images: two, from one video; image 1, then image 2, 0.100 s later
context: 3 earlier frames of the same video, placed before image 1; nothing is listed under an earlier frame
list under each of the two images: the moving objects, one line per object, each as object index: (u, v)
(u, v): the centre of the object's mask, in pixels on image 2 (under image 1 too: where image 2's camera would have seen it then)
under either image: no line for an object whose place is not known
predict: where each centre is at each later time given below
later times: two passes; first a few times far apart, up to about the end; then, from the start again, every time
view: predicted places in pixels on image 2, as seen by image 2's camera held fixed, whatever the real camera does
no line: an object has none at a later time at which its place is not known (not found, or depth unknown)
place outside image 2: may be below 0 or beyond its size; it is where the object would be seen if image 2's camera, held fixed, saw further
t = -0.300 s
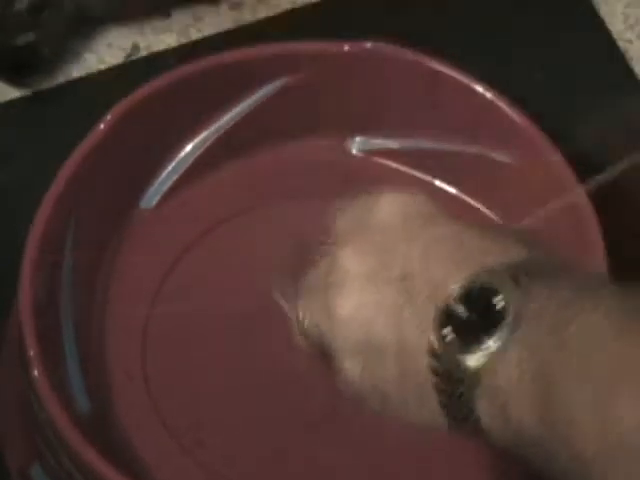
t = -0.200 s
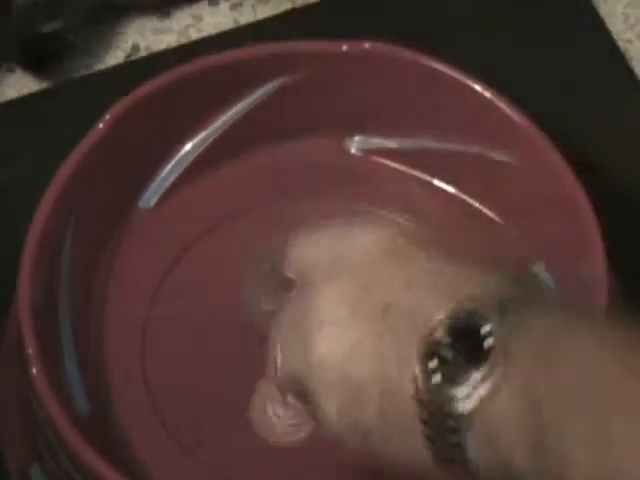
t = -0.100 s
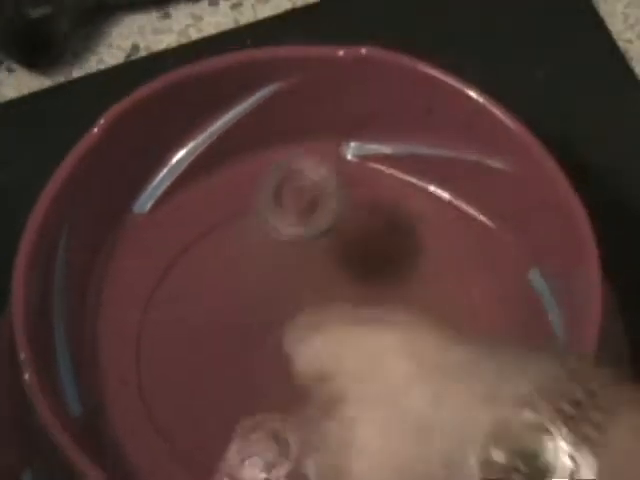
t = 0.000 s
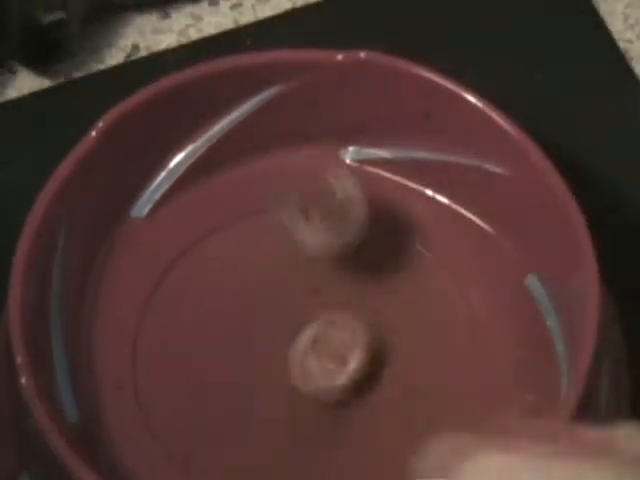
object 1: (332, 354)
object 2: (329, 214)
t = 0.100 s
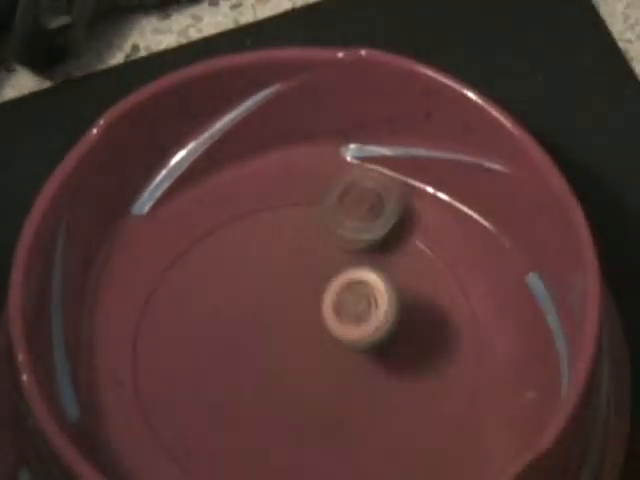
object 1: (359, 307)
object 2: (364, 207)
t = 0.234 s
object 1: (371, 420)
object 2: (399, 201)
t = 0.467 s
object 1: (383, 410)
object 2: (390, 324)
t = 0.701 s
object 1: (257, 433)
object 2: (452, 353)
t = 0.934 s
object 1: (249, 388)
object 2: (447, 414)
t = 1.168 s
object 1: (394, 321)
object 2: (392, 445)
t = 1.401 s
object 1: (436, 281)
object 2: (336, 446)
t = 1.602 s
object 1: (436, 277)
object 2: (304, 451)
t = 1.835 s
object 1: (415, 305)
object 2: (289, 461)
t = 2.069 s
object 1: (404, 345)
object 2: (289, 461)
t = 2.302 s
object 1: (395, 383)
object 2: (276, 441)
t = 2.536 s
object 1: (376, 415)
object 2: (213, 403)
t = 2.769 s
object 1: (350, 433)
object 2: (175, 414)
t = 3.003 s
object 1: (319, 438)
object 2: (237, 396)
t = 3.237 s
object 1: (386, 446)
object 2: (175, 270)
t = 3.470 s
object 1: (347, 391)
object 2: (234, 301)
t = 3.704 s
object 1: (303, 357)
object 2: (258, 264)
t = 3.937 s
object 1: (255, 321)
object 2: (212, 239)
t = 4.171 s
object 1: (296, 464)
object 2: (173, 216)
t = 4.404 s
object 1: (376, 385)
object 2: (240, 353)
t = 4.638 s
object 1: (370, 285)
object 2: (407, 373)
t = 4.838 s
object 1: (349, 241)
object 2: (446, 271)
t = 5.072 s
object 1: (286, 221)
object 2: (363, 262)
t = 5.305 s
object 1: (276, 257)
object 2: (365, 365)
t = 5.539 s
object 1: (291, 297)
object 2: (458, 380)
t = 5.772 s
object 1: (321, 339)
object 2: (417, 334)
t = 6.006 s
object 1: (259, 380)
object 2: (397, 354)
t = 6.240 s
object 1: (263, 423)
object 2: (363, 372)
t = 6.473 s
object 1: (230, 462)
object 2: (386, 351)
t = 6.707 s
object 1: (266, 433)
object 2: (336, 327)
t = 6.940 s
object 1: (285, 408)
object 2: (270, 326)
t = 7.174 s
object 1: (299, 410)
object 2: (229, 278)
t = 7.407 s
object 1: (313, 356)
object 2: (206, 323)
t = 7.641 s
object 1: (370, 303)
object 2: (236, 361)
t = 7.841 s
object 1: (384, 265)
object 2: (312, 356)
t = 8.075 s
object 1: (401, 221)
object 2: (312, 348)
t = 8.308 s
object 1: (358, 281)
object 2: (323, 363)
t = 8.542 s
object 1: (356, 323)
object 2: (347, 402)
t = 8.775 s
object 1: (344, 304)
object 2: (387, 458)
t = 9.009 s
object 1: (302, 355)
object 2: (404, 426)
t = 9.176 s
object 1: (269, 382)
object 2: (361, 392)
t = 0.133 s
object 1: (362, 319)
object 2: (373, 196)
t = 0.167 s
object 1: (364, 343)
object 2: (380, 192)
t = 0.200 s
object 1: (368, 377)
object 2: (389, 193)
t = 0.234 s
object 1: (371, 420)
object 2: (399, 201)
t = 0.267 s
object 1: (374, 443)
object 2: (408, 213)
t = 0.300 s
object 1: (376, 428)
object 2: (413, 230)
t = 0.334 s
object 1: (378, 416)
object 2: (413, 247)
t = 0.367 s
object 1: (379, 413)
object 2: (407, 265)
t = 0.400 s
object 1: (381, 419)
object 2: (402, 285)
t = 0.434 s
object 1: (381, 430)
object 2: (396, 306)
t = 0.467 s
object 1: (383, 410)
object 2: (390, 324)
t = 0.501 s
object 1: (382, 391)
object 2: (388, 331)
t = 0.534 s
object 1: (375, 386)
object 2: (396, 336)
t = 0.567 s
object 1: (361, 392)
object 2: (403, 345)
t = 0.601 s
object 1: (349, 406)
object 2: (406, 354)
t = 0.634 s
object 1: (320, 418)
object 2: (422, 351)
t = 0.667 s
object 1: (286, 428)
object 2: (438, 351)
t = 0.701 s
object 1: (257, 433)
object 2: (452, 353)
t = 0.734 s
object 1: (232, 435)
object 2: (456, 357)
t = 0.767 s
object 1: (216, 434)
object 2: (457, 364)
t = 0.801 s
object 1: (205, 429)
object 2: (458, 372)
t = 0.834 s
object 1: (205, 420)
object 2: (457, 382)
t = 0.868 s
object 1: (213, 411)
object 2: (455, 393)
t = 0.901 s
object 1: (227, 401)
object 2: (451, 403)
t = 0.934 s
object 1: (249, 388)
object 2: (447, 414)
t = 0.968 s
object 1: (274, 377)
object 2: (442, 424)
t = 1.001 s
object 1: (299, 366)
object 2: (436, 433)
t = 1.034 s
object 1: (325, 355)
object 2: (428, 437)
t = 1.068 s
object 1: (345, 345)
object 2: (420, 440)
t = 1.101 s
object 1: (363, 337)
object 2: (411, 443)
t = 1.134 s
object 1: (380, 329)
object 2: (402, 444)
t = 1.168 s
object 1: (394, 321)
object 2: (392, 445)
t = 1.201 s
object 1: (404, 314)
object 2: (382, 445)
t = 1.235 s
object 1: (413, 306)
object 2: (373, 446)
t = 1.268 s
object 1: (420, 300)
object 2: (365, 446)
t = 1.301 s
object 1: (425, 294)
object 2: (356, 446)
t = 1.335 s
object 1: (430, 289)
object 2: (351, 445)
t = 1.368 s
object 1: (433, 284)
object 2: (343, 445)
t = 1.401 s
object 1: (436, 281)
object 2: (336, 446)
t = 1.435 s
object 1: (437, 278)
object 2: (329, 446)
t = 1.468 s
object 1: (439, 276)
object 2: (324, 447)
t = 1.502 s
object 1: (439, 275)
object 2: (317, 448)
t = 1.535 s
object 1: (439, 275)
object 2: (312, 449)
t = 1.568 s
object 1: (437, 275)
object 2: (307, 450)
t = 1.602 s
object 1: (436, 277)
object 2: (304, 451)
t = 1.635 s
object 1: (434, 279)
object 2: (300, 453)
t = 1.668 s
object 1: (432, 282)
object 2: (298, 454)
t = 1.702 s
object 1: (429, 285)
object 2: (292, 456)
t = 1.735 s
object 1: (426, 290)
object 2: (291, 458)
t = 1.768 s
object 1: (422, 294)
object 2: (289, 459)
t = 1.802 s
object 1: (419, 299)
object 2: (289, 460)
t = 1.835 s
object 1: (415, 305)
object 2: (289, 461)
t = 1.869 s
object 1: (413, 310)
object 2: (288, 461)
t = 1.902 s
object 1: (410, 316)
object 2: (288, 462)
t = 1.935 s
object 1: (407, 322)
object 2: (288, 462)
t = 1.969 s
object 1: (406, 327)
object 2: (288, 462)
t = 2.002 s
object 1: (405, 333)
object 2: (288, 462)
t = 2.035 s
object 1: (405, 339)
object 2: (289, 462)
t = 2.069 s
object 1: (404, 345)
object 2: (289, 461)
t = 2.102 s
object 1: (403, 350)
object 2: (290, 460)
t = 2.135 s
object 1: (402, 356)
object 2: (289, 459)
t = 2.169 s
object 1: (401, 361)
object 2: (289, 457)
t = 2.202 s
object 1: (399, 367)
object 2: (288, 455)
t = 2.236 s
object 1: (398, 373)
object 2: (285, 451)
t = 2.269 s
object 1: (397, 378)
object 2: (282, 447)
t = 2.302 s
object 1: (395, 383)
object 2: (276, 441)
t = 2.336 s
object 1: (393, 388)
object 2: (270, 434)
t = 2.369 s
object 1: (390, 393)
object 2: (263, 427)
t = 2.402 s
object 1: (388, 398)
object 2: (253, 420)
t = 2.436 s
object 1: (384, 403)
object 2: (244, 413)
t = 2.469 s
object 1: (383, 407)
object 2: (235, 410)
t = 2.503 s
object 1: (379, 411)
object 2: (223, 405)
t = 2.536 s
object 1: (376, 415)
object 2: (213, 403)
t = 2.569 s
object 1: (374, 418)
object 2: (201, 400)
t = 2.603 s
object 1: (371, 421)
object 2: (195, 401)
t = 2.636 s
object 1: (367, 424)
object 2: (186, 402)
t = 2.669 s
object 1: (363, 427)
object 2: (181, 404)
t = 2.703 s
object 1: (359, 429)
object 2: (176, 406)
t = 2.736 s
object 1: (355, 432)
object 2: (174, 409)
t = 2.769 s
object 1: (350, 433)
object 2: (175, 414)
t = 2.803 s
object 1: (346, 435)
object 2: (179, 417)
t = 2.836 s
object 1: (341, 436)
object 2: (186, 419)
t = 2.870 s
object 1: (336, 436)
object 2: (196, 420)
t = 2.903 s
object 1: (330, 437)
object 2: (206, 420)
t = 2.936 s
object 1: (326, 437)
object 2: (218, 415)
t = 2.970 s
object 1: (321, 437)
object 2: (231, 408)
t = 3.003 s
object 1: (319, 438)
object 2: (237, 396)
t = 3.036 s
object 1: (339, 449)
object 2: (217, 364)
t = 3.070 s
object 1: (362, 455)
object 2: (195, 329)
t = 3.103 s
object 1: (376, 457)
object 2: (181, 303)
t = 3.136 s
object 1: (387, 457)
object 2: (170, 284)
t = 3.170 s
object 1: (389, 454)
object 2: (166, 271)
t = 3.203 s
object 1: (389, 451)
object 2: (168, 268)
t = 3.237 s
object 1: (386, 446)
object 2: (175, 270)
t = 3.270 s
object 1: (382, 438)
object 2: (181, 271)
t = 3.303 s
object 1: (378, 430)
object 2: (190, 275)
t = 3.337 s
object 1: (372, 422)
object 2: (200, 281)
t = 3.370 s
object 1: (366, 414)
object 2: (208, 285)
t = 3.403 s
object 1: (360, 406)
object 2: (214, 290)
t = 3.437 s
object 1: (353, 399)
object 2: (226, 296)
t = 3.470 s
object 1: (347, 391)
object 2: (234, 301)
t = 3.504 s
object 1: (339, 385)
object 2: (241, 303)
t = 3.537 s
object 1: (332, 378)
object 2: (247, 304)
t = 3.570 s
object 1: (325, 371)
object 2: (254, 303)
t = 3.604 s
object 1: (318, 365)
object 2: (260, 299)
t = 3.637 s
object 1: (314, 365)
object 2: (261, 288)
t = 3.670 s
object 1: (310, 362)
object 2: (260, 277)
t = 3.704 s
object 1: (303, 357)
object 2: (258, 264)
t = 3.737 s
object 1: (297, 351)
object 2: (253, 253)
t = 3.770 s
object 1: (289, 346)
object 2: (248, 243)
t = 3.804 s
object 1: (283, 340)
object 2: (240, 234)
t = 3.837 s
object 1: (275, 335)
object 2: (232, 227)
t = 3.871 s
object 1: (268, 330)
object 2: (225, 225)
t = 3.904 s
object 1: (261, 326)
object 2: (218, 232)
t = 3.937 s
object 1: (255, 321)
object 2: (212, 239)
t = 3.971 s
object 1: (251, 325)
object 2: (208, 237)
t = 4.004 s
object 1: (258, 361)
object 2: (199, 205)
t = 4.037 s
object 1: (266, 394)
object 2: (178, 178)
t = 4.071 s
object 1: (275, 425)
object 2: (172, 184)
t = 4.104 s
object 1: (283, 445)
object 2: (168, 198)
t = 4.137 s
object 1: (286, 456)
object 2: (169, 214)
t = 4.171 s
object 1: (296, 464)
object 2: (173, 216)
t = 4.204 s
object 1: (308, 467)
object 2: (183, 230)
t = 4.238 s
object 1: (322, 465)
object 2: (188, 244)
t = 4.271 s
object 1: (336, 459)
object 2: (197, 265)
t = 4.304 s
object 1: (350, 449)
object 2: (206, 287)
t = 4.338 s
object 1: (361, 430)
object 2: (216, 311)
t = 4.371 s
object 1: (370, 407)
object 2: (227, 335)
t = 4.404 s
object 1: (376, 385)
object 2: (240, 353)
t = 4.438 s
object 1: (379, 364)
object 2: (259, 371)
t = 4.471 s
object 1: (380, 347)
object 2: (280, 383)
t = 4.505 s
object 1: (379, 331)
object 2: (305, 391)
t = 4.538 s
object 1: (377, 318)
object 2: (330, 393)
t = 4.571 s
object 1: (375, 305)
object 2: (354, 390)
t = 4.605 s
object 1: (372, 294)
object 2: (380, 384)
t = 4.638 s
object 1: (370, 285)
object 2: (407, 373)
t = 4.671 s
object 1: (367, 276)
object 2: (427, 359)
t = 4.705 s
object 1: (364, 267)
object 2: (445, 342)
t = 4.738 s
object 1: (361, 259)
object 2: (460, 323)
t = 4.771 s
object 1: (357, 252)
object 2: (467, 303)
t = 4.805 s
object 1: (353, 246)
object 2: (462, 285)
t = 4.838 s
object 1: (349, 241)
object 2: (446, 271)
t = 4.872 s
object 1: (344, 236)
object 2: (425, 259)
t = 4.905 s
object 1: (332, 229)
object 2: (412, 251)
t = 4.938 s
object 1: (321, 224)
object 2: (403, 247)
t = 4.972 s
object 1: (311, 222)
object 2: (393, 245)
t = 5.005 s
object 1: (300, 220)
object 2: (385, 247)
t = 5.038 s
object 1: (292, 220)
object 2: (374, 252)
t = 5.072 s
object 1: (286, 221)
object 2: (363, 262)
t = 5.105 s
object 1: (282, 224)
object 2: (355, 274)
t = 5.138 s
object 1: (279, 228)
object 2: (350, 292)
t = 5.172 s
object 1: (277, 233)
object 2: (348, 306)
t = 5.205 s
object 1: (276, 239)
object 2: (349, 323)
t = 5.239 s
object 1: (276, 245)
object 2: (351, 337)
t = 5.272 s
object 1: (275, 250)
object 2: (356, 353)
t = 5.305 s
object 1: (276, 257)
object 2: (365, 365)
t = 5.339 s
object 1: (277, 263)
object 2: (377, 377)
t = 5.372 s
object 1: (279, 269)
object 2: (390, 385)
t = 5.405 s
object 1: (280, 275)
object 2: (404, 390)
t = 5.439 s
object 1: (282, 280)
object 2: (419, 391)
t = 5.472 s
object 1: (284, 285)
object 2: (433, 391)
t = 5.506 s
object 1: (287, 291)
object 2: (446, 387)
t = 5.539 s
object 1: (291, 297)
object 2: (458, 380)
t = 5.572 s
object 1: (294, 303)
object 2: (464, 371)
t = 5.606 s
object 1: (299, 309)
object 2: (467, 361)
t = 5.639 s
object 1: (303, 316)
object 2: (465, 354)
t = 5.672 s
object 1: (308, 323)
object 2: (461, 346)
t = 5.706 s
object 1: (313, 329)
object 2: (448, 340)
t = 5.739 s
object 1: (318, 334)
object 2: (432, 334)
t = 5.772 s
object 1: (321, 339)
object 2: (417, 334)
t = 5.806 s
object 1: (312, 345)
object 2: (410, 334)
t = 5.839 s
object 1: (304, 351)
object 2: (405, 338)
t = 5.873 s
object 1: (299, 357)
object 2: (396, 342)
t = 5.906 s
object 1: (296, 363)
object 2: (389, 346)
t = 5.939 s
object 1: (282, 369)
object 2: (393, 349)
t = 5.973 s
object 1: (269, 375)
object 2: (398, 352)
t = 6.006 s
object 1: (259, 380)
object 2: (397, 354)
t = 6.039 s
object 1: (255, 385)
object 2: (397, 357)
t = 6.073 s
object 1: (254, 390)
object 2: (392, 359)
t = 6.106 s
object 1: (255, 398)
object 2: (388, 362)
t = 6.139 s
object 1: (256, 405)
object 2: (382, 364)
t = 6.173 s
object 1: (258, 411)
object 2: (376, 367)
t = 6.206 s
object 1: (260, 417)
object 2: (369, 369)
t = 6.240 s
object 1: (263, 423)
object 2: (363, 372)
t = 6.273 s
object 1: (265, 429)
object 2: (358, 375)
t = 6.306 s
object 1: (268, 433)
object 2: (351, 379)
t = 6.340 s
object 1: (271, 438)
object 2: (345, 384)
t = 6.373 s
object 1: (271, 442)
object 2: (345, 384)
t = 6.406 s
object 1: (252, 453)
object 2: (363, 373)
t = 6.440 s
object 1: (237, 460)
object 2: (378, 361)
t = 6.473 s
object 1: (230, 462)
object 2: (386, 351)
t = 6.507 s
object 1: (229, 461)
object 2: (385, 344)
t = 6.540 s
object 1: (231, 459)
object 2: (383, 338)
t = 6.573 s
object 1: (236, 456)
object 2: (376, 332)
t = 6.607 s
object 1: (243, 452)
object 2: (367, 329)
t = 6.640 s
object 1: (251, 447)
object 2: (358, 327)
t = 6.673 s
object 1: (259, 441)
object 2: (347, 326)
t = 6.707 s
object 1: (266, 433)
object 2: (336, 327)
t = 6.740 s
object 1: (272, 426)
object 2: (322, 329)
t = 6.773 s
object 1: (277, 420)
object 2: (311, 333)
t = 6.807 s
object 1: (280, 414)
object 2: (301, 337)
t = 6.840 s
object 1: (281, 414)
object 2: (291, 335)
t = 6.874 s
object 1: (283, 414)
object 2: (285, 330)
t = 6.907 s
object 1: (284, 413)
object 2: (277, 326)
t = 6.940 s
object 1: (285, 408)
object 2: (270, 326)
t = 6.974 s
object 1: (285, 405)
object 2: (263, 326)
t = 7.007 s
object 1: (286, 410)
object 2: (256, 312)
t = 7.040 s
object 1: (288, 418)
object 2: (251, 298)
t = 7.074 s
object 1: (291, 421)
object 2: (246, 289)
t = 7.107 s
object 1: (293, 421)
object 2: (241, 280)
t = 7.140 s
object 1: (297, 417)
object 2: (235, 277)
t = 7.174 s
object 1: (299, 410)
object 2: (229, 278)
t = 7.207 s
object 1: (302, 402)
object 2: (221, 281)
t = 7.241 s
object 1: (304, 395)
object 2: (213, 286)
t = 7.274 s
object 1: (306, 387)
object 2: (206, 291)
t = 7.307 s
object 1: (308, 379)
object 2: (201, 300)
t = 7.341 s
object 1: (309, 372)
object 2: (200, 307)
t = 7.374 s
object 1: (311, 364)
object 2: (200, 312)
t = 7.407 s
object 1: (313, 356)
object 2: (206, 323)
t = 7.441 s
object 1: (314, 348)
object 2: (213, 331)
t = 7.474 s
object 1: (313, 340)
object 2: (223, 339)
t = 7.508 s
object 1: (323, 332)
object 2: (223, 344)
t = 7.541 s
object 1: (344, 324)
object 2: (219, 348)
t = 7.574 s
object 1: (358, 317)
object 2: (220, 352)
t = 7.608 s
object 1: (366, 310)
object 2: (225, 356)
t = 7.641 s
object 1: (370, 303)
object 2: (236, 361)
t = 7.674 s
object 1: (373, 296)
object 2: (248, 364)
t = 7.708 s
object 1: (377, 289)
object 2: (260, 364)
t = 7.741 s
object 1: (379, 282)
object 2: (273, 366)
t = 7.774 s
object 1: (381, 276)
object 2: (287, 363)
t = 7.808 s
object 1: (383, 270)
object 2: (298, 361)
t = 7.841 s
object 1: (384, 265)
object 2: (312, 356)
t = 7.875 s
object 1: (385, 261)
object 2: (321, 351)
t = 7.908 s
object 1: (386, 258)
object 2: (328, 342)
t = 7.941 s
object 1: (386, 255)
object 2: (335, 333)
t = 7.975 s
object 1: (386, 253)
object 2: (341, 326)
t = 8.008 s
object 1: (393, 239)
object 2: (336, 327)
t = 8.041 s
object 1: (401, 225)
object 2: (322, 339)
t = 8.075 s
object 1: (401, 221)
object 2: (312, 348)
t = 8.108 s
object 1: (398, 221)
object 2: (304, 354)
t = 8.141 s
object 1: (392, 227)
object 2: (301, 358)
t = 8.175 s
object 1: (383, 237)
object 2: (302, 360)
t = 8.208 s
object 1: (377, 246)
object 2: (304, 361)
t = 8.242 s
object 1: (368, 258)
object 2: (311, 363)
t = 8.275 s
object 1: (362, 270)
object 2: (317, 364)
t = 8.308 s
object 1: (358, 281)
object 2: (323, 363)
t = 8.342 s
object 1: (355, 290)
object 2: (329, 363)
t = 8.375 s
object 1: (354, 294)
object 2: (330, 372)
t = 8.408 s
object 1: (354, 297)
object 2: (331, 382)
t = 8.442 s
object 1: (355, 303)
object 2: (332, 389)
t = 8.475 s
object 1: (357, 310)
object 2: (335, 395)
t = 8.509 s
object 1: (355, 316)
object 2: (340, 399)
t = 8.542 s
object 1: (356, 323)
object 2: (347, 402)
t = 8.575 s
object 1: (357, 328)
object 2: (352, 404)
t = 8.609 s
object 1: (355, 332)
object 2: (355, 408)
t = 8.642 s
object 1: (355, 326)
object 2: (359, 422)
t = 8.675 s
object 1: (355, 314)
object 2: (364, 442)
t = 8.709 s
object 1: (353, 307)
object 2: (369, 452)
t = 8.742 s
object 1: (349, 304)
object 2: (376, 457)
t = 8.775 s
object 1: (344, 304)
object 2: (387, 458)
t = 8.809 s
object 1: (336, 309)
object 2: (395, 457)
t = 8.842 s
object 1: (331, 317)
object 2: (398, 454)
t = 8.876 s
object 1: (325, 324)
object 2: (403, 450)
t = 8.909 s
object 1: (320, 332)
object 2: (406, 447)
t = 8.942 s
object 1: (314, 340)
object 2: (408, 442)
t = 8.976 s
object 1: (308, 348)
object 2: (407, 434)
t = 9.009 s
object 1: (302, 355)
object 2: (404, 426)
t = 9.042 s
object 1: (297, 361)
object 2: (397, 418)
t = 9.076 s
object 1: (291, 367)
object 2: (391, 410)
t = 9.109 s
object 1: (286, 373)
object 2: (382, 405)
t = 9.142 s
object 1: (280, 378)
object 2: (371, 399)
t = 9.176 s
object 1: (269, 382)
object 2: (361, 392)
